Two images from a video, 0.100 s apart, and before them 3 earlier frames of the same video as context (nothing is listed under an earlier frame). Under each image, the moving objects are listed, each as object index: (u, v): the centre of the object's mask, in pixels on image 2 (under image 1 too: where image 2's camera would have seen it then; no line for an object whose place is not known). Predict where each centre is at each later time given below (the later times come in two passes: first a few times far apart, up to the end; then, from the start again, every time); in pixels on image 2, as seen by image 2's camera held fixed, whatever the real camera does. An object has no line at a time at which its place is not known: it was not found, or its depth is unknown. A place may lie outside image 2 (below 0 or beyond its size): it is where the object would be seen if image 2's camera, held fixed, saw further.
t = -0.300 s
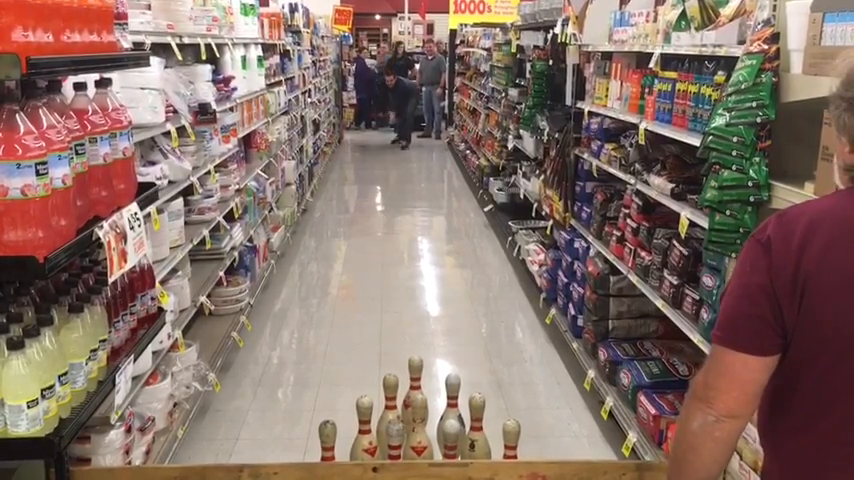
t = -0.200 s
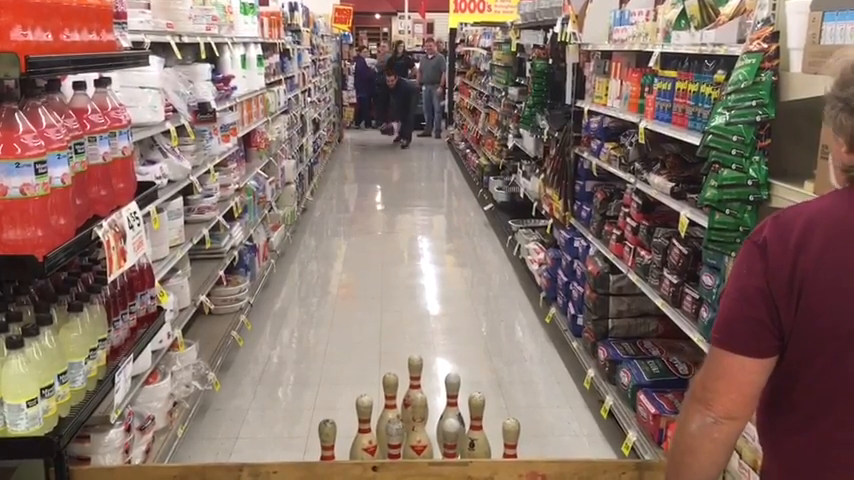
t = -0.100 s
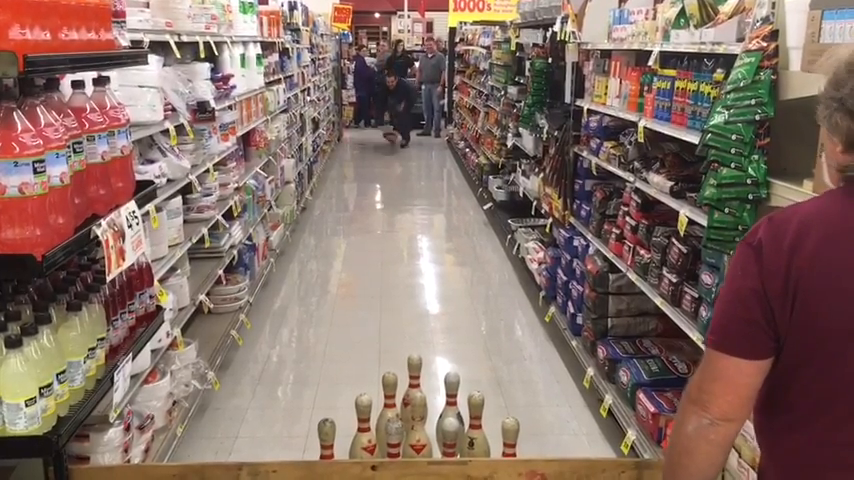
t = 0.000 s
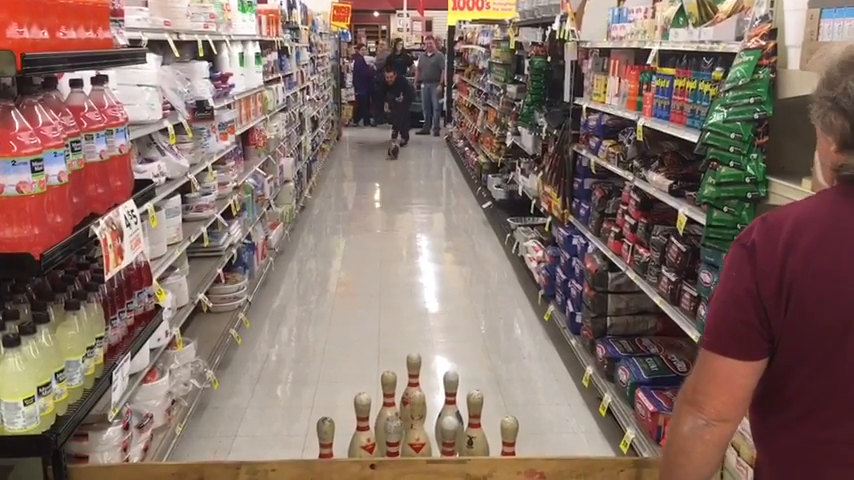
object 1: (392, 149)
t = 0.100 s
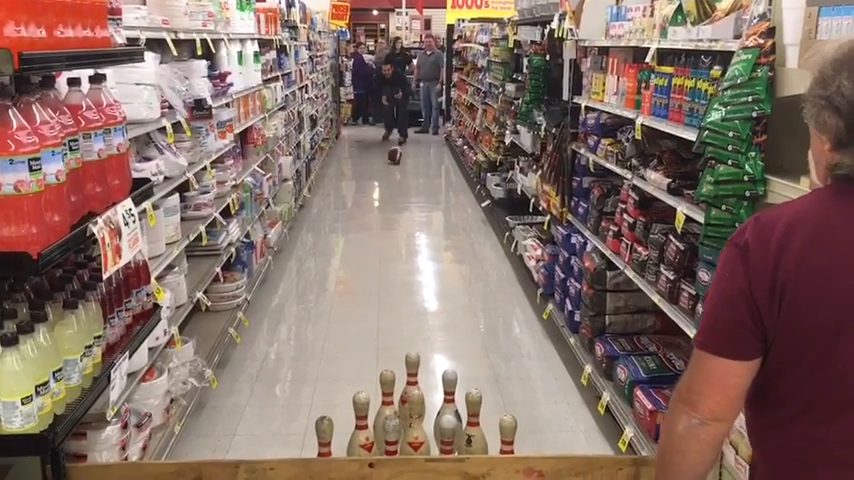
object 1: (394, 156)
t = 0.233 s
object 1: (399, 166)
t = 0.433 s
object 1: (405, 181)
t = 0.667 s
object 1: (413, 204)
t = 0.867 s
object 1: (423, 229)
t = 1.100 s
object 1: (437, 267)
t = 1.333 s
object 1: (461, 324)
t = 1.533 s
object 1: (490, 392)
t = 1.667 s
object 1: (531, 444)
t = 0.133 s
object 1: (395, 158)
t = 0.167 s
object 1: (397, 161)
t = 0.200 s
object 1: (398, 163)
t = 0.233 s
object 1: (399, 166)
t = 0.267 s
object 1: (401, 168)
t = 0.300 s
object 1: (402, 171)
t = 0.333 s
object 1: (402, 173)
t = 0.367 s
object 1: (402, 175)
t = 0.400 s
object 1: (404, 178)
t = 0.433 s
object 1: (405, 181)
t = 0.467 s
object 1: (406, 183)
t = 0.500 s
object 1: (407, 186)
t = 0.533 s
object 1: (408, 189)
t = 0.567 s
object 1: (408, 193)
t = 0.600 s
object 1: (410, 196)
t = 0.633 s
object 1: (411, 200)
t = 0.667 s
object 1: (413, 204)
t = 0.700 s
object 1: (414, 208)
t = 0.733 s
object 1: (416, 213)
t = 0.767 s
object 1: (417, 217)
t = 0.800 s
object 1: (419, 220)
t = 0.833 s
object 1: (421, 223)
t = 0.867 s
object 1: (423, 229)
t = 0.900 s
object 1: (424, 234)
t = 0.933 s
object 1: (426, 240)
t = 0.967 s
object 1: (427, 245)
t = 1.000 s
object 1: (429, 250)
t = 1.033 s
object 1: (431, 256)
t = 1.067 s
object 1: (434, 262)
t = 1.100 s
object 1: (437, 267)
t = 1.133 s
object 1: (440, 275)
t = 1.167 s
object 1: (443, 283)
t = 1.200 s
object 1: (446, 290)
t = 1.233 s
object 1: (450, 298)
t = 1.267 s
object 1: (453, 307)
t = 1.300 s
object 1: (457, 316)
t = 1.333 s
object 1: (461, 324)
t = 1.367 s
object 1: (465, 334)
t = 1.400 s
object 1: (469, 344)
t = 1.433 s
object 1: (473, 356)
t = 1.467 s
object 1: (478, 367)
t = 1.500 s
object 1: (483, 379)
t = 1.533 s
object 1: (490, 392)
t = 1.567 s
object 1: (496, 405)
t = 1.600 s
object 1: (499, 419)
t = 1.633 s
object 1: (516, 432)
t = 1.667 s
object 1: (531, 444)
